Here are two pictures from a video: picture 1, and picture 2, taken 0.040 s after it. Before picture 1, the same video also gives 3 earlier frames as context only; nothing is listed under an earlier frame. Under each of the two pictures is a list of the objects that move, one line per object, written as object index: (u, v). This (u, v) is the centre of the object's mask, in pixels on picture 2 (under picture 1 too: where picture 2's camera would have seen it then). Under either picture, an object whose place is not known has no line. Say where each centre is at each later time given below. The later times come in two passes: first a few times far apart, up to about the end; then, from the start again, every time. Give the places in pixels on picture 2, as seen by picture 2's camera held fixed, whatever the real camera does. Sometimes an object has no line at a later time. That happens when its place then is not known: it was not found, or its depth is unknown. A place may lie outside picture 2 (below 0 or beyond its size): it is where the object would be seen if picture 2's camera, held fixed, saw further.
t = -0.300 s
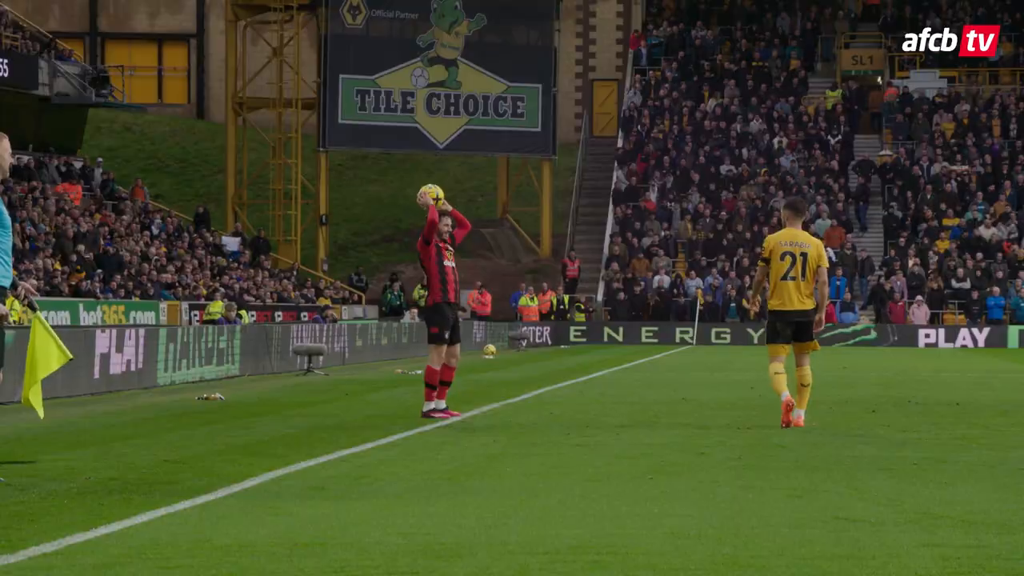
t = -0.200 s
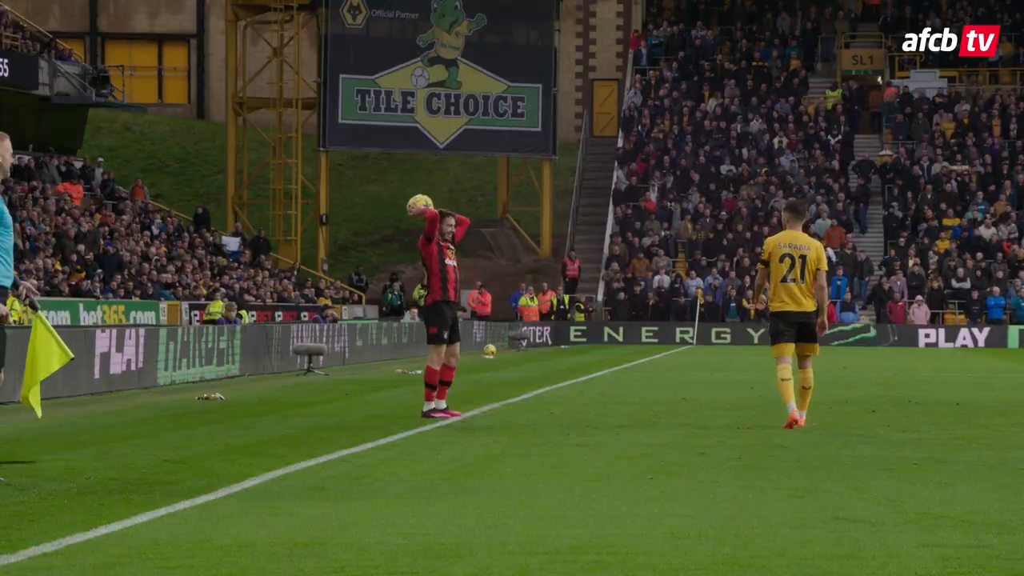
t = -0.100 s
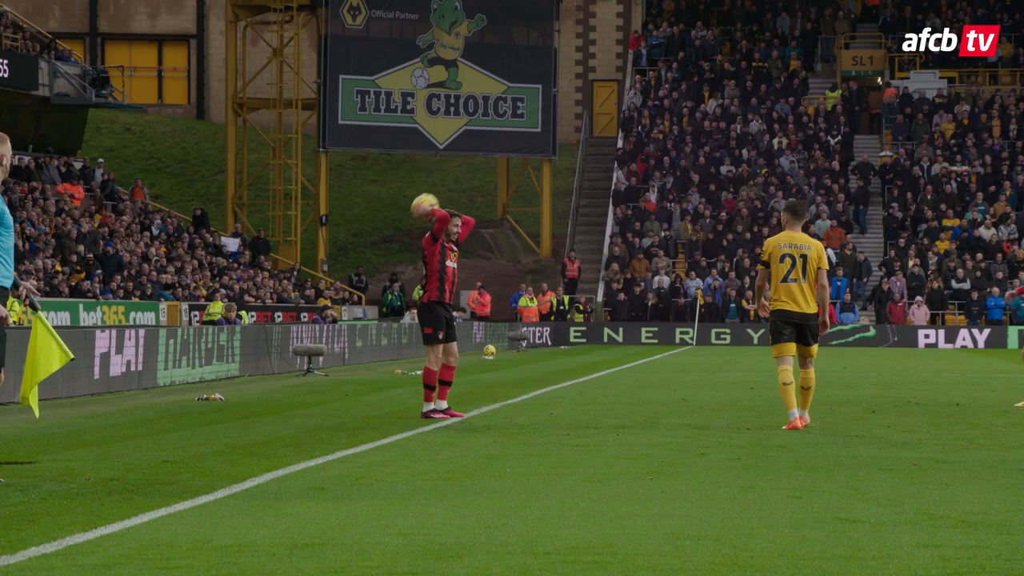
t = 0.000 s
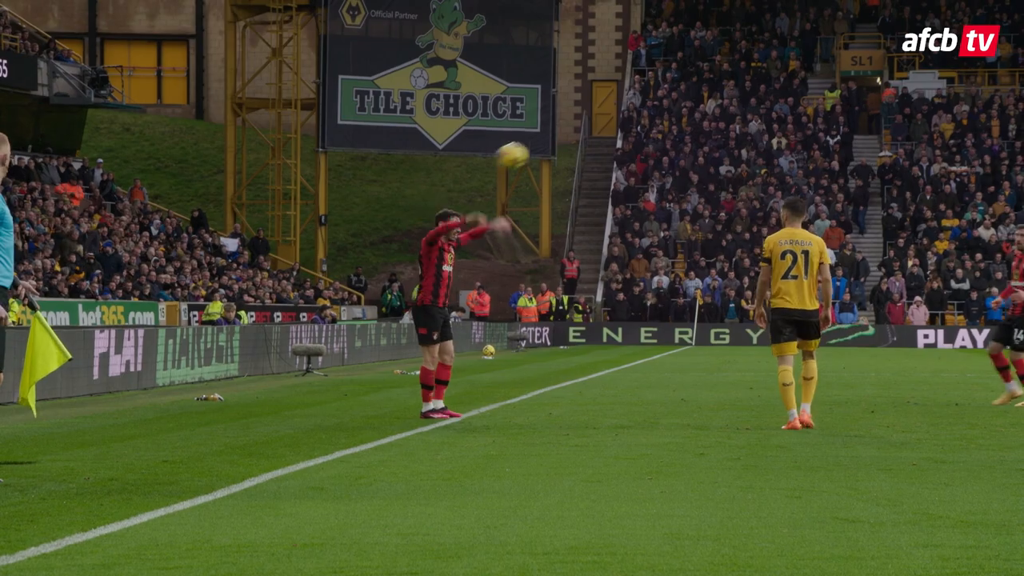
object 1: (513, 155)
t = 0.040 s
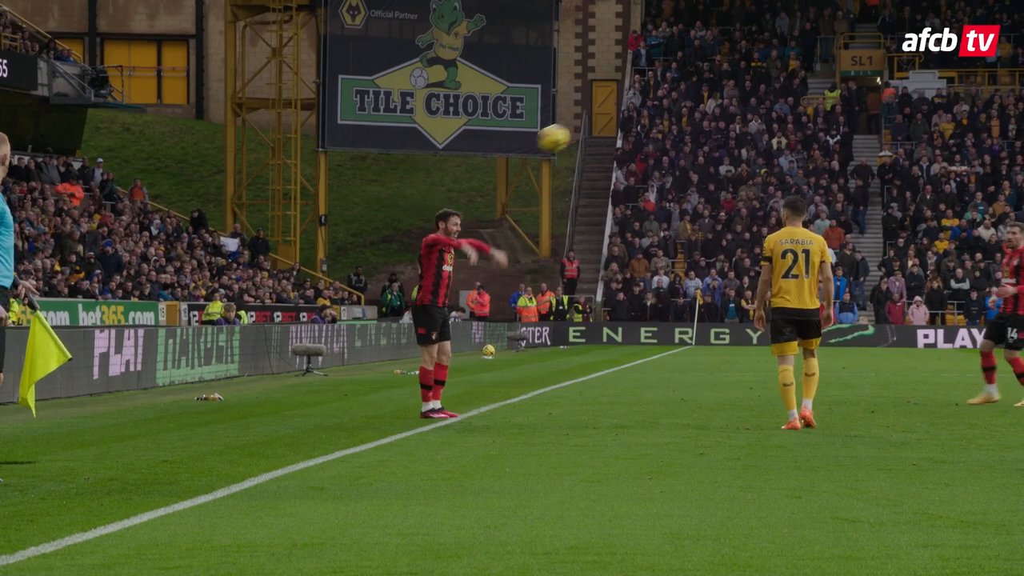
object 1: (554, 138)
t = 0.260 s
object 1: (789, 72)
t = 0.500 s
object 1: (1062, 55)
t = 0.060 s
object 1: (574, 129)
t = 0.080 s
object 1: (596, 122)
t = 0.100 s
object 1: (617, 114)
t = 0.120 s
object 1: (638, 108)
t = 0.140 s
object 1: (659, 101)
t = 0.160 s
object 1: (680, 96)
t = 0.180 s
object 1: (702, 90)
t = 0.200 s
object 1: (723, 85)
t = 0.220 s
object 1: (745, 80)
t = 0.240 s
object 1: (767, 76)
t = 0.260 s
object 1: (789, 72)
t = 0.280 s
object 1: (811, 68)
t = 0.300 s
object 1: (834, 65)
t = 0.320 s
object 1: (856, 63)
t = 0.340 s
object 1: (879, 61)
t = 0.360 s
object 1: (902, 57)
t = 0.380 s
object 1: (924, 56)
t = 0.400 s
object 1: (947, 54)
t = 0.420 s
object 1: (969, 53)
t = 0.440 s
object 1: (992, 53)
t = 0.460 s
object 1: (1015, 53)
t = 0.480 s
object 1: (1039, 54)
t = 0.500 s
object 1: (1062, 55)
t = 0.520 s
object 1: (1086, 57)
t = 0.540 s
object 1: (1109, 59)
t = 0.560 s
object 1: (1134, 63)
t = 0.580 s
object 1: (1158, 66)
